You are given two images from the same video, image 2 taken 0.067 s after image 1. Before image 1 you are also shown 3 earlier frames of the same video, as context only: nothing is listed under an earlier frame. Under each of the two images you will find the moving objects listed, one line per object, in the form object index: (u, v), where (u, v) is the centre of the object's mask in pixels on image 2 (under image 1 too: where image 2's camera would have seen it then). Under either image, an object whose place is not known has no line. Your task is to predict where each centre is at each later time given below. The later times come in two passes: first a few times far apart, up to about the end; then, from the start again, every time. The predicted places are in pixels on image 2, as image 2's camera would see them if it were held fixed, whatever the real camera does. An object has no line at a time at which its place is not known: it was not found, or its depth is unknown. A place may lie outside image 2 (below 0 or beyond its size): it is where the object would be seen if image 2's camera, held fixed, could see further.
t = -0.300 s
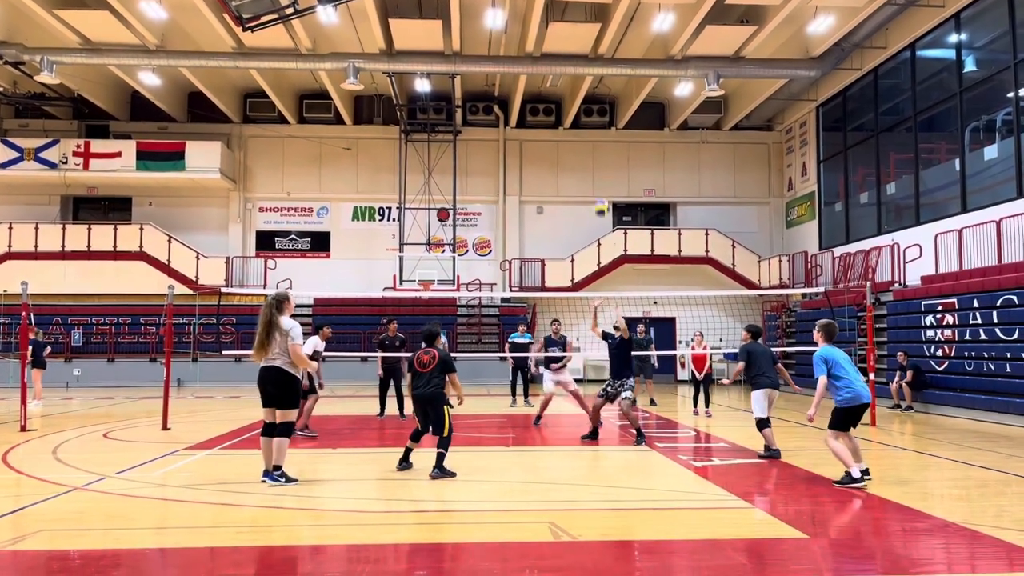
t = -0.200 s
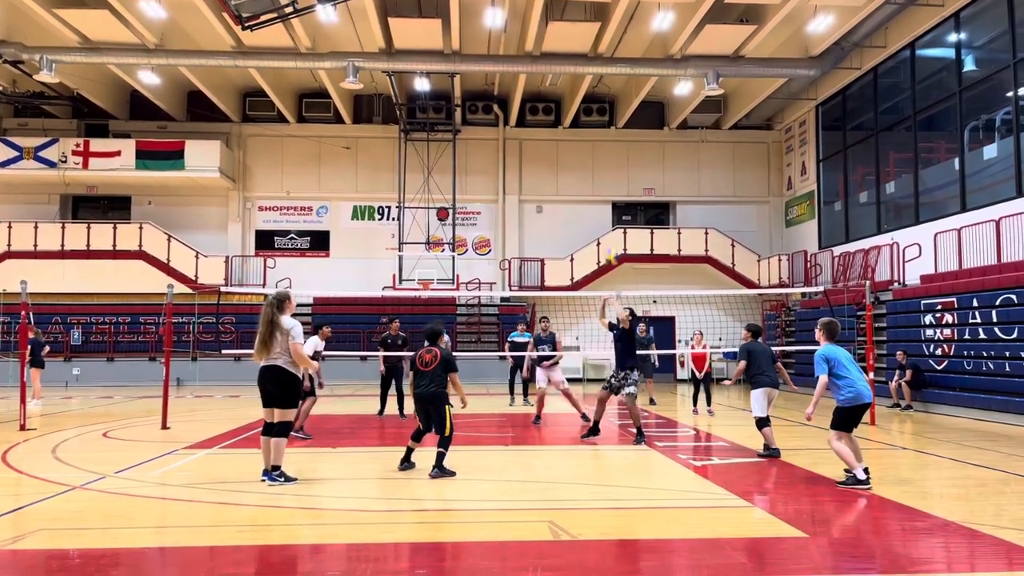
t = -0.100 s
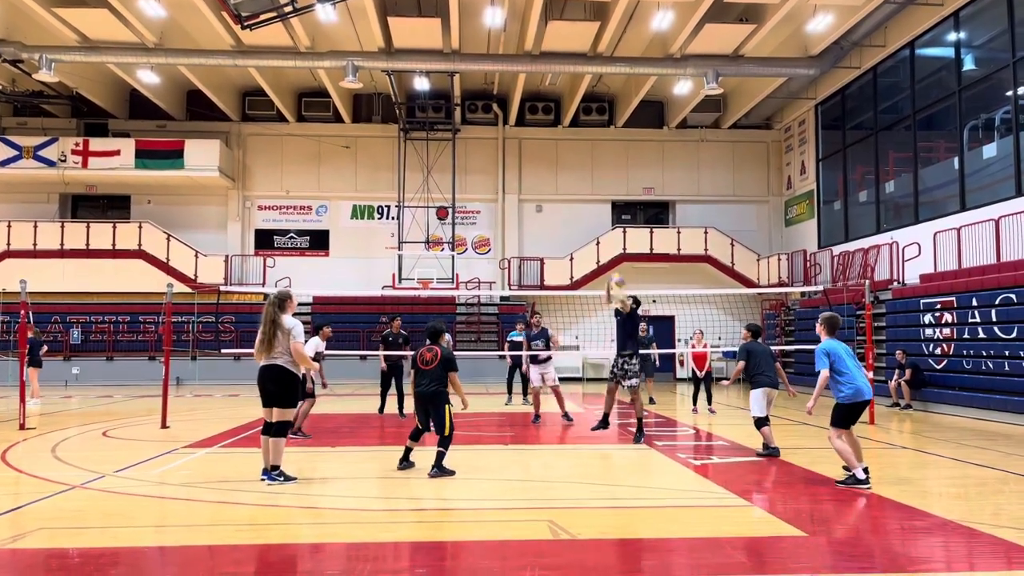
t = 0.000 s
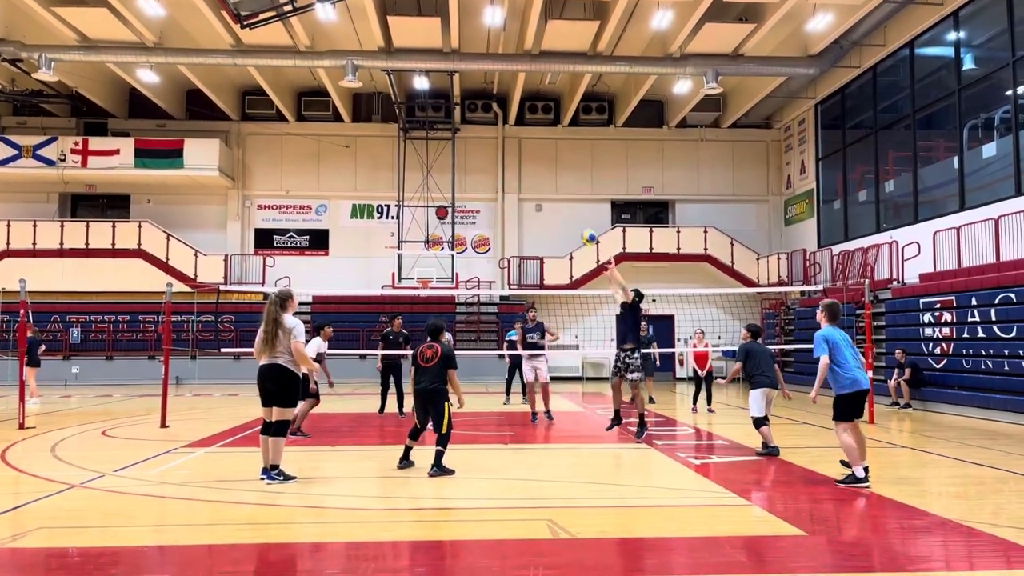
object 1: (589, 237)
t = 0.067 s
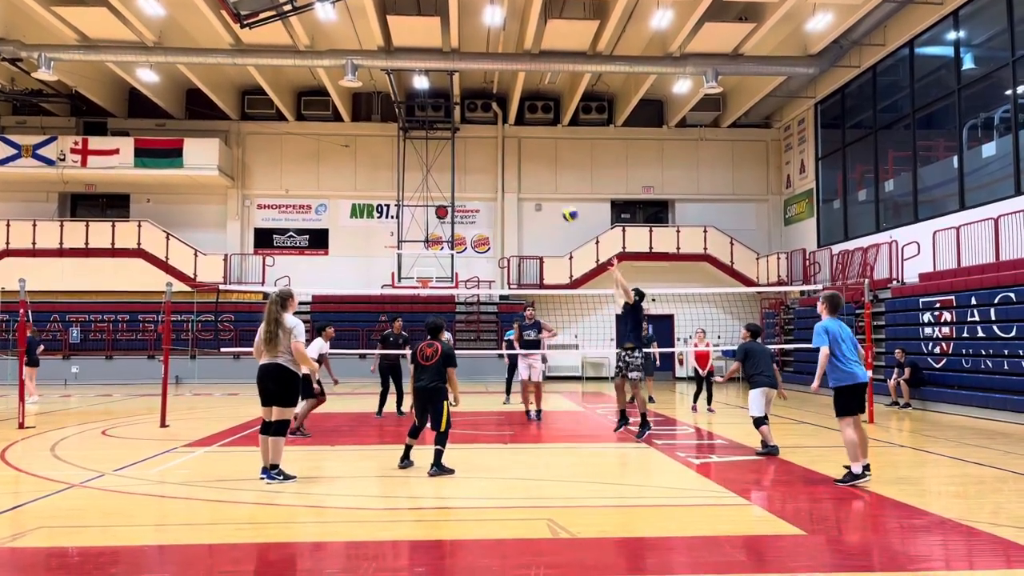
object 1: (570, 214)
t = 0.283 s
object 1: (511, 159)
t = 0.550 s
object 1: (444, 140)
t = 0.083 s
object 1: (566, 208)
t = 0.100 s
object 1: (561, 203)
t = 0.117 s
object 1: (556, 197)
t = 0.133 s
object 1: (552, 192)
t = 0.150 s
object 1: (547, 188)
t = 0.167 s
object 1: (542, 184)
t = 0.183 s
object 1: (538, 180)
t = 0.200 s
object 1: (534, 176)
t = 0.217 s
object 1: (529, 172)
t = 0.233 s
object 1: (525, 168)
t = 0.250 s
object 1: (520, 164)
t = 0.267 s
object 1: (516, 161)
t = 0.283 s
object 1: (511, 159)
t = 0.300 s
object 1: (507, 156)
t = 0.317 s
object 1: (503, 153)
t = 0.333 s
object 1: (498, 151)
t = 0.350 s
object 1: (494, 149)
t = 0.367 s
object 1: (490, 148)
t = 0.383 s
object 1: (486, 146)
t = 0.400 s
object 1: (481, 145)
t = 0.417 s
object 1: (477, 143)
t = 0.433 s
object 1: (473, 142)
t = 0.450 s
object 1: (469, 141)
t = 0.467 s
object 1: (464, 141)
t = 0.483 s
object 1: (460, 140)
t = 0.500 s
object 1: (457, 140)
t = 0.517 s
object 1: (453, 139)
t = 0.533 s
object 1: (448, 140)
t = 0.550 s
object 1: (444, 140)
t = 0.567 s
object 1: (439, 140)
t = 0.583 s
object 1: (435, 142)
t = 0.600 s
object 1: (431, 142)
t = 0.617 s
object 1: (427, 144)
